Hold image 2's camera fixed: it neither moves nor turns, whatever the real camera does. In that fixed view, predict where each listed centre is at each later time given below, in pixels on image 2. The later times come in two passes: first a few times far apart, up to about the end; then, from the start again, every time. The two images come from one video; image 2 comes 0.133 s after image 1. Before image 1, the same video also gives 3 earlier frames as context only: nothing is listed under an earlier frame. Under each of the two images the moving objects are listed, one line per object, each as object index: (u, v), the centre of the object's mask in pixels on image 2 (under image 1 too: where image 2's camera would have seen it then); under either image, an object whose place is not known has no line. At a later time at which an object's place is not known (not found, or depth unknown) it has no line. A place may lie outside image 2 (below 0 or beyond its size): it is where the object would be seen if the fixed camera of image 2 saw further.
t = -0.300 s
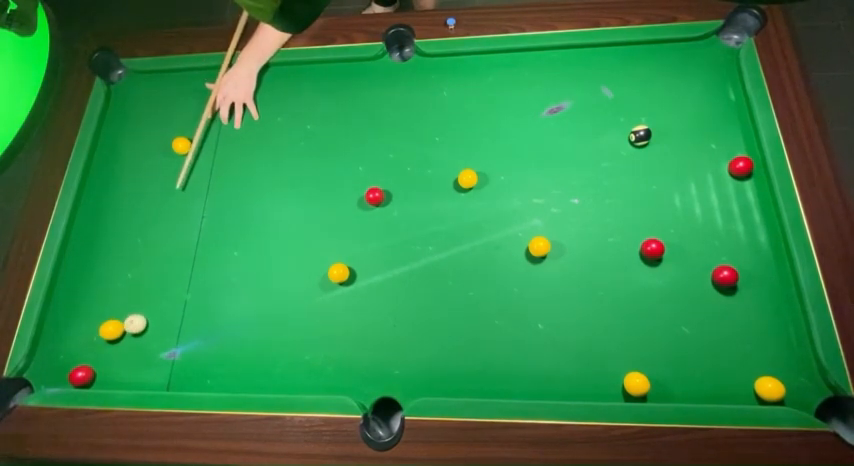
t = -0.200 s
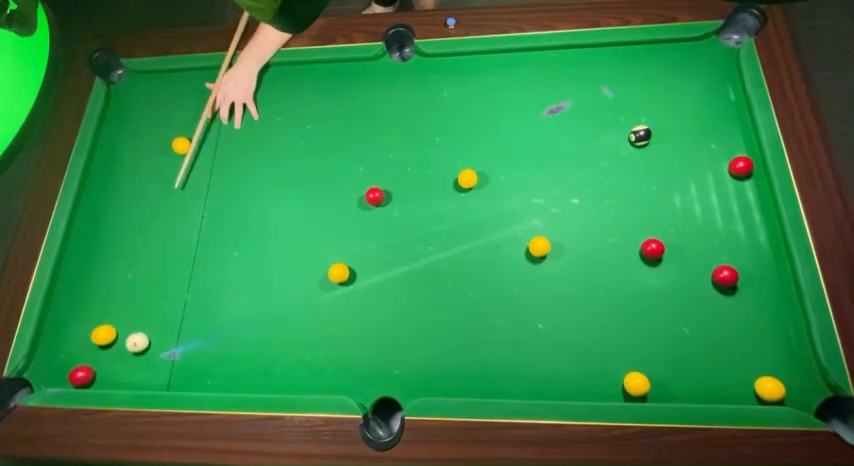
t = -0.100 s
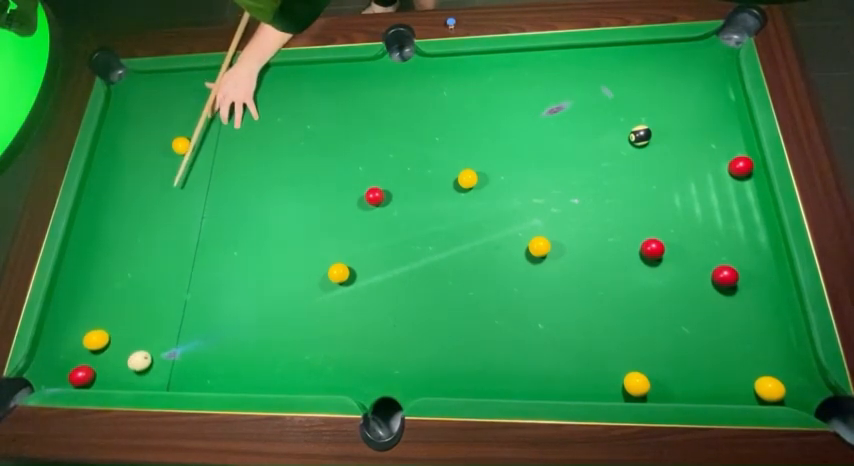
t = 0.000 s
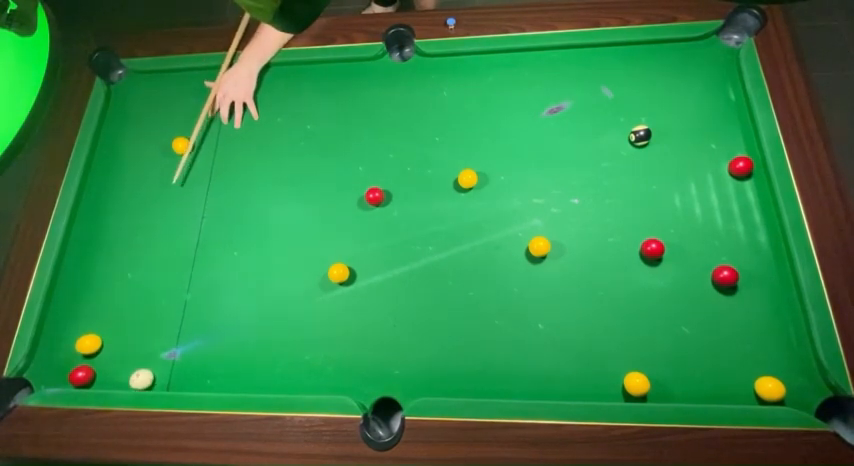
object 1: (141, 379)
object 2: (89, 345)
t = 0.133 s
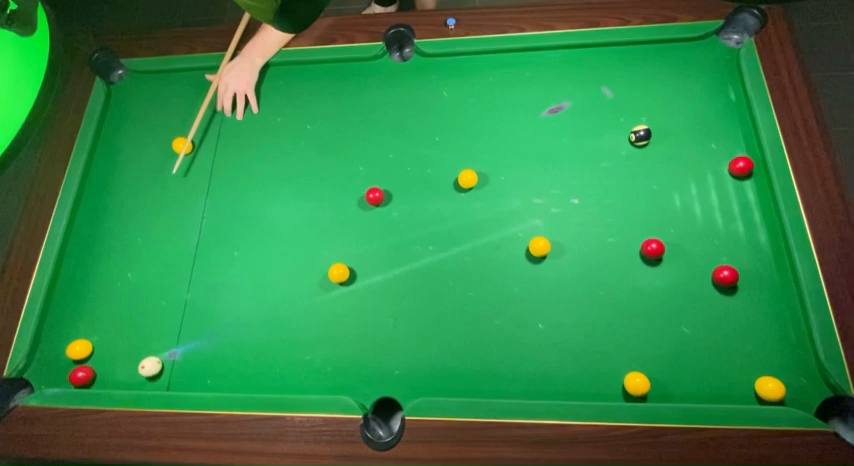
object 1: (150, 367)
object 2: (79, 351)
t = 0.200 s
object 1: (154, 359)
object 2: (75, 353)
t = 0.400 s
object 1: (166, 339)
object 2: (63, 360)
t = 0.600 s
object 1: (176, 321)
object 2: (53, 365)
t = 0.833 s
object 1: (187, 302)
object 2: (42, 371)
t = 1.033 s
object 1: (196, 287)
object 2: (35, 374)
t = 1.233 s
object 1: (204, 274)
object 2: (30, 377)
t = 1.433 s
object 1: (211, 262)
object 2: (25, 380)
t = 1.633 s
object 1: (218, 252)
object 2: (23, 383)
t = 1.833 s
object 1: (224, 243)
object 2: (19, 388)
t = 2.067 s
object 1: (230, 234)
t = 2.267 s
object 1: (234, 227)
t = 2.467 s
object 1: (238, 222)
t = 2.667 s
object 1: (241, 217)
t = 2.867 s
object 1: (244, 214)
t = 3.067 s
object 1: (245, 211)
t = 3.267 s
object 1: (247, 210)
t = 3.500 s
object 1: (247, 209)
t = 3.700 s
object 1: (247, 209)
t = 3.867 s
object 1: (247, 209)
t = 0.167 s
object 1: (152, 363)
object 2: (77, 352)
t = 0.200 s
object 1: (154, 359)
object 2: (75, 353)
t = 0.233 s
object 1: (156, 356)
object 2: (73, 354)
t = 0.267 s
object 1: (158, 353)
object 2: (71, 355)
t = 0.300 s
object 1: (160, 349)
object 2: (69, 356)
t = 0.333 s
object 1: (162, 346)
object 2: (67, 358)
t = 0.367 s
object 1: (164, 343)
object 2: (65, 359)
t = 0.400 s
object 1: (166, 339)
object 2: (63, 360)
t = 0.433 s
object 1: (168, 336)
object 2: (61, 361)
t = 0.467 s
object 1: (169, 333)
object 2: (59, 362)
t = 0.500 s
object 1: (171, 330)
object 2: (58, 363)
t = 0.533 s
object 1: (173, 327)
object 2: (56, 364)
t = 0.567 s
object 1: (175, 324)
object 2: (54, 364)
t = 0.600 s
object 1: (176, 321)
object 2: (53, 365)
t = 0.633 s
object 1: (178, 318)
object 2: (51, 366)
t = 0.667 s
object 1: (180, 316)
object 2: (49, 367)
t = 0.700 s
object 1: (181, 313)
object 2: (48, 368)
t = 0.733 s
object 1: (183, 310)
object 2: (47, 368)
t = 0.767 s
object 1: (184, 307)
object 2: (45, 369)
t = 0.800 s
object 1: (186, 305)
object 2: (44, 370)
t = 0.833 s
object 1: (187, 302)
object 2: (42, 371)
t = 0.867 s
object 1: (189, 300)
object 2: (41, 371)
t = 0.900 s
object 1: (190, 297)
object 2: (40, 372)
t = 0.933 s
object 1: (192, 295)
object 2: (39, 372)
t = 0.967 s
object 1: (193, 292)
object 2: (38, 373)
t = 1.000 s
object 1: (195, 290)
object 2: (37, 373)
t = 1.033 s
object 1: (196, 287)
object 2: (35, 374)
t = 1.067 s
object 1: (197, 285)
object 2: (34, 375)
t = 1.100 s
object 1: (199, 283)
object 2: (33, 375)
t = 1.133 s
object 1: (200, 281)
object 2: (32, 375)
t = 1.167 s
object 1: (201, 279)
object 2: (32, 376)
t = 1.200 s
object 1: (202, 277)
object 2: (31, 377)
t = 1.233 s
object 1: (204, 274)
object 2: (30, 377)
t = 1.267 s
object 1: (205, 272)
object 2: (29, 377)
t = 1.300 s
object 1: (206, 270)
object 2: (28, 378)
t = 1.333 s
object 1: (208, 268)
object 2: (28, 378)
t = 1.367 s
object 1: (209, 266)
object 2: (27, 379)
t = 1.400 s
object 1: (210, 264)
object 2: (26, 379)
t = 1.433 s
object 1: (211, 262)
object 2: (25, 380)
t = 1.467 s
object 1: (212, 261)
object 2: (25, 380)
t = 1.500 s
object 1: (214, 259)
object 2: (24, 381)
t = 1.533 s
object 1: (214, 257)
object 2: (24, 381)
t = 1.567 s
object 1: (215, 255)
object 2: (24, 381)
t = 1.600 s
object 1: (216, 254)
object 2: (23, 382)
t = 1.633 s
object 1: (218, 252)
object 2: (23, 383)
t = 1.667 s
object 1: (219, 250)
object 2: (22, 383)
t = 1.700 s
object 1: (220, 249)
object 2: (22, 384)
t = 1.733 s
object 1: (221, 247)
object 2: (21, 384)
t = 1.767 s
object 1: (222, 246)
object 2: (21, 385)
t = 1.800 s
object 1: (222, 244)
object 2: (20, 386)
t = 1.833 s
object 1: (224, 243)
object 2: (19, 388)
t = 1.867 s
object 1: (224, 241)
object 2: (19, 390)
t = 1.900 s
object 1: (225, 240)
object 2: (20, 392)
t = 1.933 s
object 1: (226, 239)
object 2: (24, 393)
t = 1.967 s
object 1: (227, 237)
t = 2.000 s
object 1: (228, 236)
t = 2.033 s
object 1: (229, 235)
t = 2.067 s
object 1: (230, 234)
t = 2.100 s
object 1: (231, 233)
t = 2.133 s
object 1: (231, 231)
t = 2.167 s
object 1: (232, 230)
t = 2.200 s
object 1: (233, 229)
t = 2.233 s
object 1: (234, 228)
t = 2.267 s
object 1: (234, 227)
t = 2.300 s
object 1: (235, 226)
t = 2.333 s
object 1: (236, 225)
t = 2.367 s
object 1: (236, 224)
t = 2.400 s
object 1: (237, 223)
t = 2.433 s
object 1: (238, 222)
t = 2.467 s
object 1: (238, 222)
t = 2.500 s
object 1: (239, 221)
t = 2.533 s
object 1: (240, 220)
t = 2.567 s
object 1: (240, 219)
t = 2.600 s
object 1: (241, 218)
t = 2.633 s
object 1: (241, 218)
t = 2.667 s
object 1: (241, 217)
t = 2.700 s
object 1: (242, 216)
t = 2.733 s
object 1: (242, 216)
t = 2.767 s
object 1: (243, 215)
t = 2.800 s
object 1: (243, 215)
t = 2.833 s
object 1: (243, 214)
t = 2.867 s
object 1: (244, 214)
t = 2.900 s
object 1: (244, 213)
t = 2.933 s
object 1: (244, 213)
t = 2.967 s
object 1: (245, 212)
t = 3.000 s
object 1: (245, 212)
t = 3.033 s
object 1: (245, 211)
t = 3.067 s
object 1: (245, 211)
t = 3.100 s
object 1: (246, 211)
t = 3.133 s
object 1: (246, 211)
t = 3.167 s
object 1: (246, 210)
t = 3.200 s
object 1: (246, 210)
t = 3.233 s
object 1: (247, 210)
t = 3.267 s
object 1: (247, 210)
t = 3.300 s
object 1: (247, 210)
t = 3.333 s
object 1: (247, 210)
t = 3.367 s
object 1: (247, 209)
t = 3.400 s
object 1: (247, 209)
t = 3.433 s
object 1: (247, 209)
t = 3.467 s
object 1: (247, 209)
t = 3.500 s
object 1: (247, 209)
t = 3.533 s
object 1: (247, 209)
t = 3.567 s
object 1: (247, 209)
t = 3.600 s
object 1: (247, 209)
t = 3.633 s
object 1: (247, 209)
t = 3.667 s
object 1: (247, 209)
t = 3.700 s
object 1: (247, 209)
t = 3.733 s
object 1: (247, 209)
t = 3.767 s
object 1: (247, 209)
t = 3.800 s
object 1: (247, 209)
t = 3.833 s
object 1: (247, 209)
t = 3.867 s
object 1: (247, 209)
